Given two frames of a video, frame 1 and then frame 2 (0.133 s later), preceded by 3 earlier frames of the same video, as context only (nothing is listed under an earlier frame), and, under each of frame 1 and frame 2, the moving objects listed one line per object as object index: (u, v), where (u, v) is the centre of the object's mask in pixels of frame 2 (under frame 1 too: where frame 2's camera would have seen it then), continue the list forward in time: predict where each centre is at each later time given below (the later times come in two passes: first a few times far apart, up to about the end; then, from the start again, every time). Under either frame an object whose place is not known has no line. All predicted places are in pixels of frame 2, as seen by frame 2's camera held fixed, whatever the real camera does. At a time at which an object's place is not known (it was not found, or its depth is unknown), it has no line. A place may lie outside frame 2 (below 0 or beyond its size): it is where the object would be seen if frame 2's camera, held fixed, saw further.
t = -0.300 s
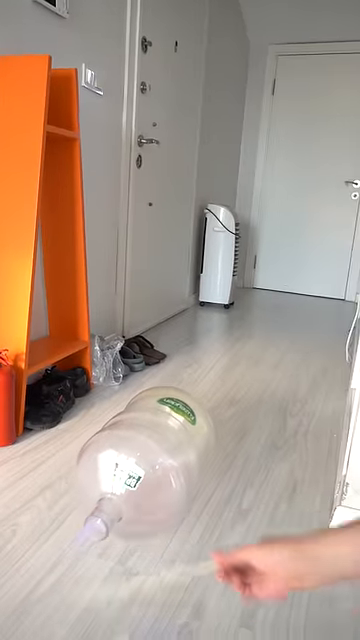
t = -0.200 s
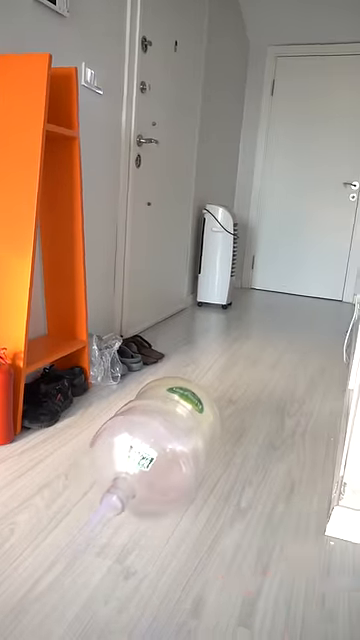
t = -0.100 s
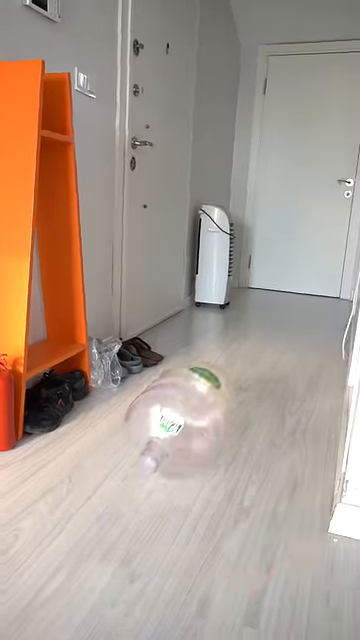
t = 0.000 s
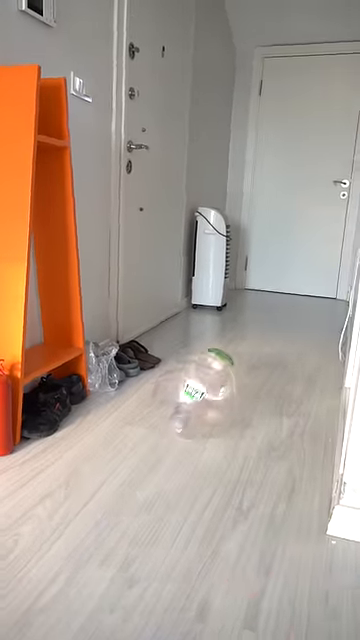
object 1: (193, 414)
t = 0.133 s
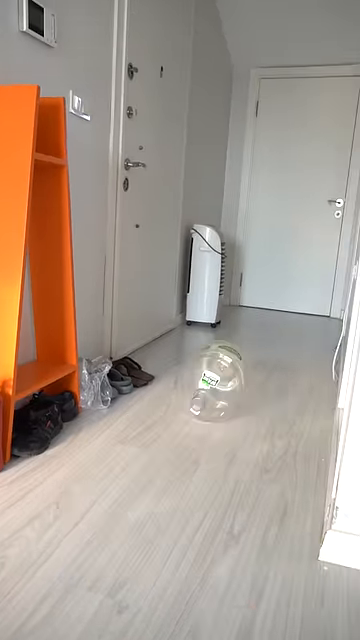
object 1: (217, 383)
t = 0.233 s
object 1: (229, 369)
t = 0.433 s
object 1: (242, 346)
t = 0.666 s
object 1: (250, 332)
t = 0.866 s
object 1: (254, 325)
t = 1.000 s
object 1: (256, 323)
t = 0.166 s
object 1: (222, 376)
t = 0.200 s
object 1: (226, 373)
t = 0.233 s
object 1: (229, 369)
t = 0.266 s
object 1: (233, 364)
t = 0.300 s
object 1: (235, 361)
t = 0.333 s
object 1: (237, 357)
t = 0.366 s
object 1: (240, 353)
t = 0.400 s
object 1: (241, 351)
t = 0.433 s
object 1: (242, 346)
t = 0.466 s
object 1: (244, 343)
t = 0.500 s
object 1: (244, 341)
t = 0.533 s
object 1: (244, 339)
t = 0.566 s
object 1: (246, 337)
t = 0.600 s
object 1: (247, 335)
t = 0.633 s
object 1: (248, 334)
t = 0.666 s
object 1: (250, 332)
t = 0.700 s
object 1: (250, 331)
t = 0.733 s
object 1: (252, 330)
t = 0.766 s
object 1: (252, 328)
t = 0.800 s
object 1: (253, 327)
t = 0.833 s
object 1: (254, 326)
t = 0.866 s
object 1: (254, 325)
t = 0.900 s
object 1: (255, 324)
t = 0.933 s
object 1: (255, 324)
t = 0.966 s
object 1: (256, 323)
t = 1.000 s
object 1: (256, 323)
